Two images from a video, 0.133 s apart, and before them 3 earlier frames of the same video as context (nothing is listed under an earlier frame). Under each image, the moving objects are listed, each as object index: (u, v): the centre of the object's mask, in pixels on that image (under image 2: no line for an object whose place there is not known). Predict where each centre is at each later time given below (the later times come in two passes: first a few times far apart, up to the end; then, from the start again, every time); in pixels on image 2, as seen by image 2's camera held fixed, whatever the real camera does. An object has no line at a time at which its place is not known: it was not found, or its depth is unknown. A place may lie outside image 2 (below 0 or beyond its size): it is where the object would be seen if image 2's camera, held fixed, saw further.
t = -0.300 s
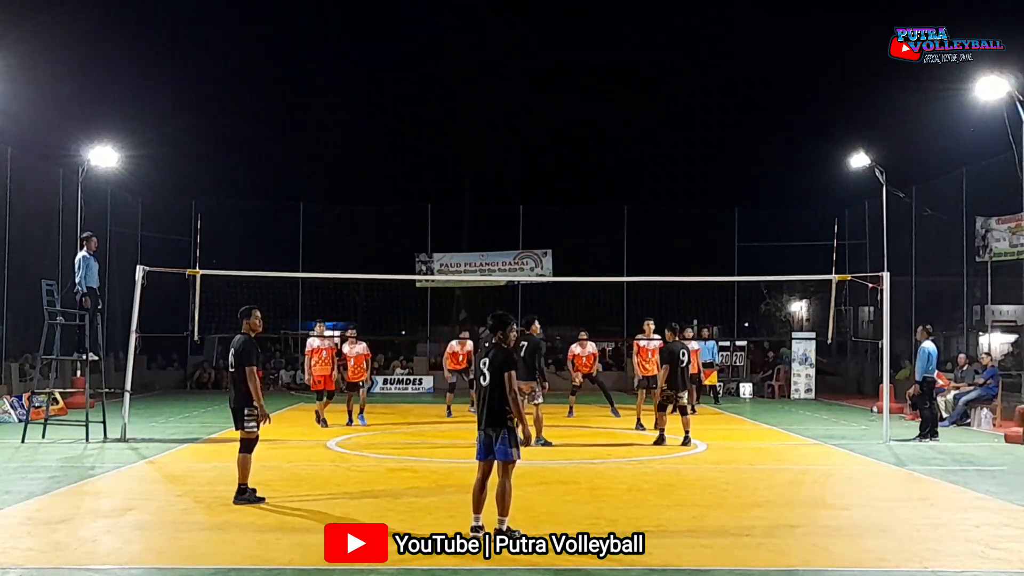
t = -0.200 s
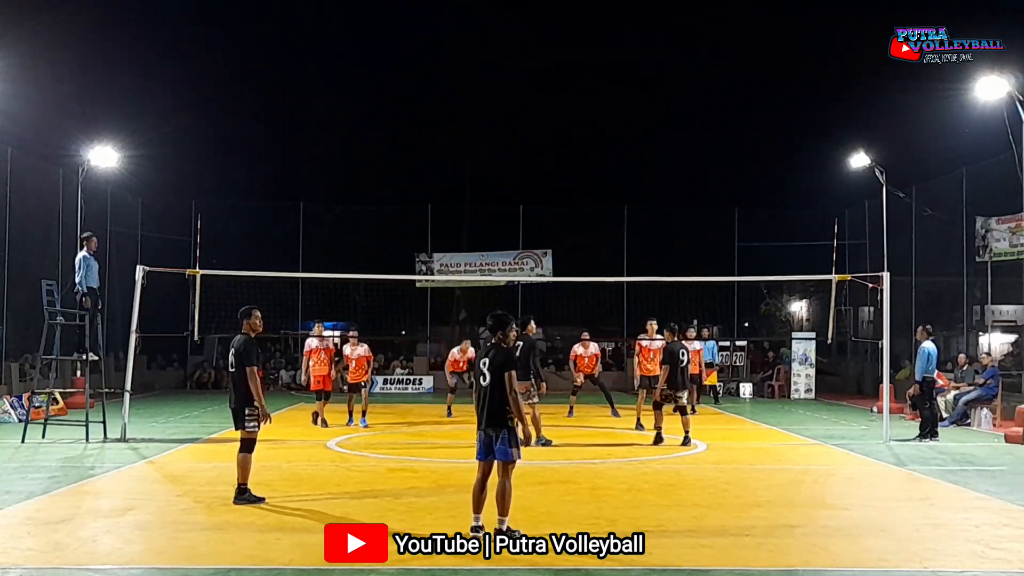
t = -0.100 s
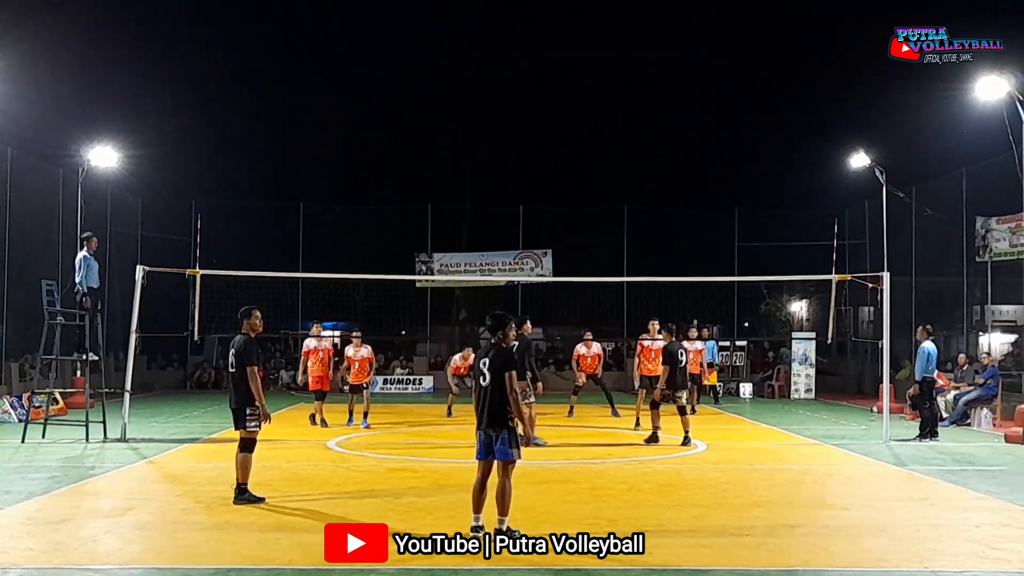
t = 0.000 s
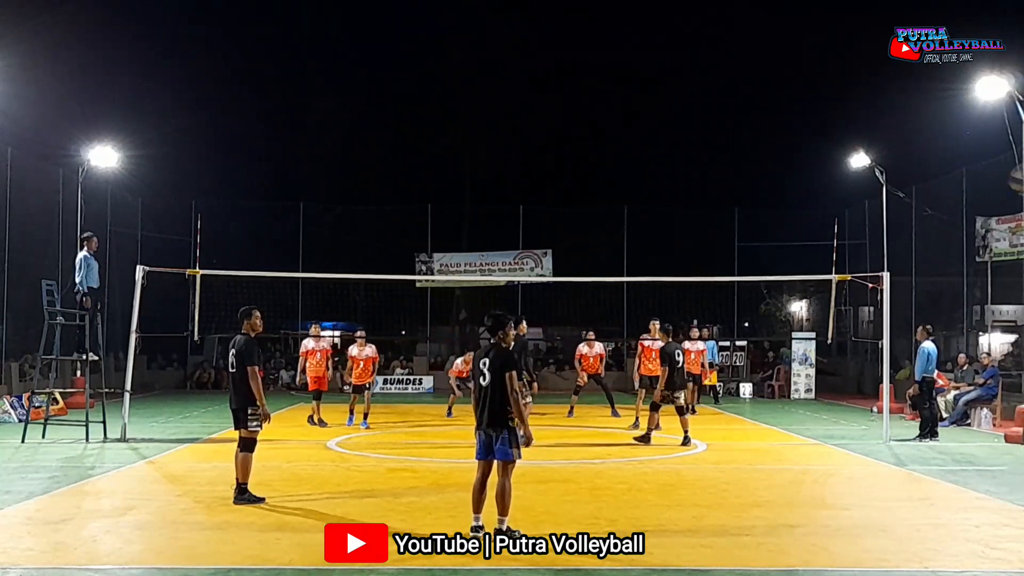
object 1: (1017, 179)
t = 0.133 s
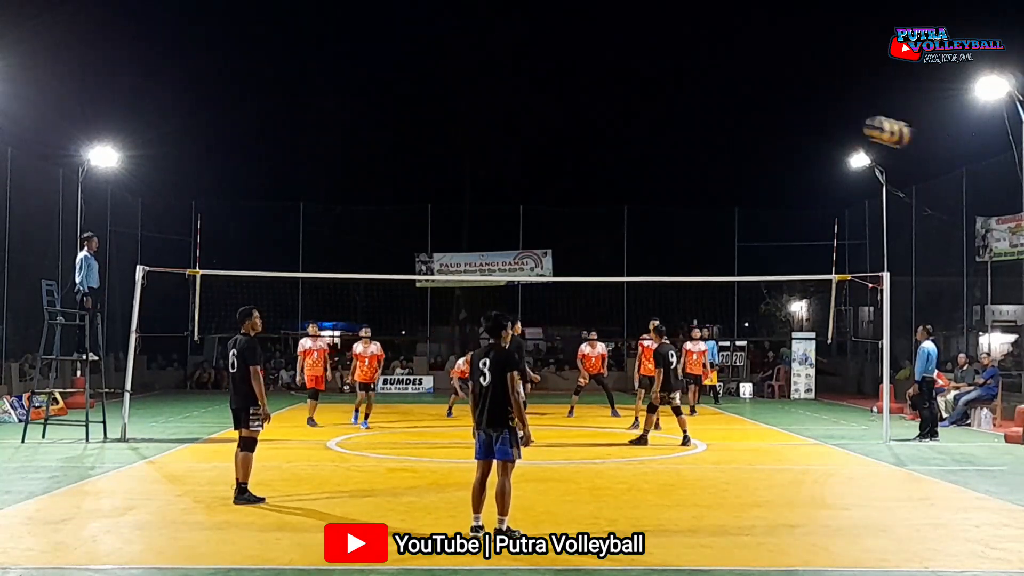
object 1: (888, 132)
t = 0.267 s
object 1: (787, 111)
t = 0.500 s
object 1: (668, 120)
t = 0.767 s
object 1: (574, 171)
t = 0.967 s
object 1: (527, 226)
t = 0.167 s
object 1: (861, 125)
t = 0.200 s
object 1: (833, 118)
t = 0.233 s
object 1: (807, 113)
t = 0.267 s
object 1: (787, 111)
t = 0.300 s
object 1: (767, 109)
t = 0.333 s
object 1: (747, 108)
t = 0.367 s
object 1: (729, 109)
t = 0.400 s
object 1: (713, 111)
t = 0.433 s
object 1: (697, 113)
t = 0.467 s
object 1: (681, 117)
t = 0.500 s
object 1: (668, 120)
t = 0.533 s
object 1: (654, 125)
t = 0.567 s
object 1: (640, 130)
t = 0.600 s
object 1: (629, 135)
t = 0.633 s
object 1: (617, 141)
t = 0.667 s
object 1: (605, 148)
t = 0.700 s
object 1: (594, 155)
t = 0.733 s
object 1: (584, 163)
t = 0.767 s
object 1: (574, 171)
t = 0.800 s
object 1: (565, 179)
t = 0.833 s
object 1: (557, 188)
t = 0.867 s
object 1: (548, 198)
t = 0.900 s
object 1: (541, 207)
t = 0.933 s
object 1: (534, 216)
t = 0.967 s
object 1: (527, 226)
